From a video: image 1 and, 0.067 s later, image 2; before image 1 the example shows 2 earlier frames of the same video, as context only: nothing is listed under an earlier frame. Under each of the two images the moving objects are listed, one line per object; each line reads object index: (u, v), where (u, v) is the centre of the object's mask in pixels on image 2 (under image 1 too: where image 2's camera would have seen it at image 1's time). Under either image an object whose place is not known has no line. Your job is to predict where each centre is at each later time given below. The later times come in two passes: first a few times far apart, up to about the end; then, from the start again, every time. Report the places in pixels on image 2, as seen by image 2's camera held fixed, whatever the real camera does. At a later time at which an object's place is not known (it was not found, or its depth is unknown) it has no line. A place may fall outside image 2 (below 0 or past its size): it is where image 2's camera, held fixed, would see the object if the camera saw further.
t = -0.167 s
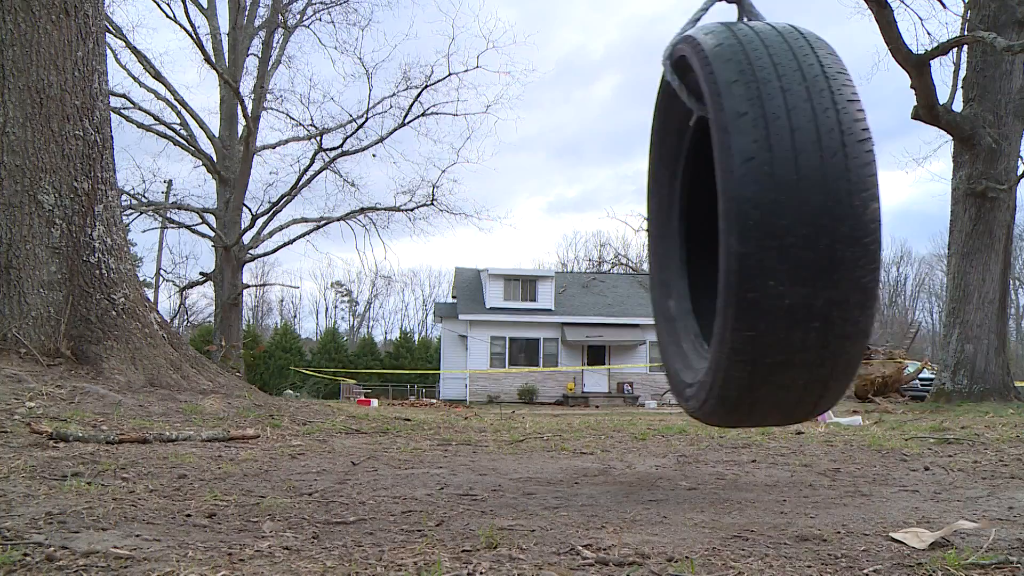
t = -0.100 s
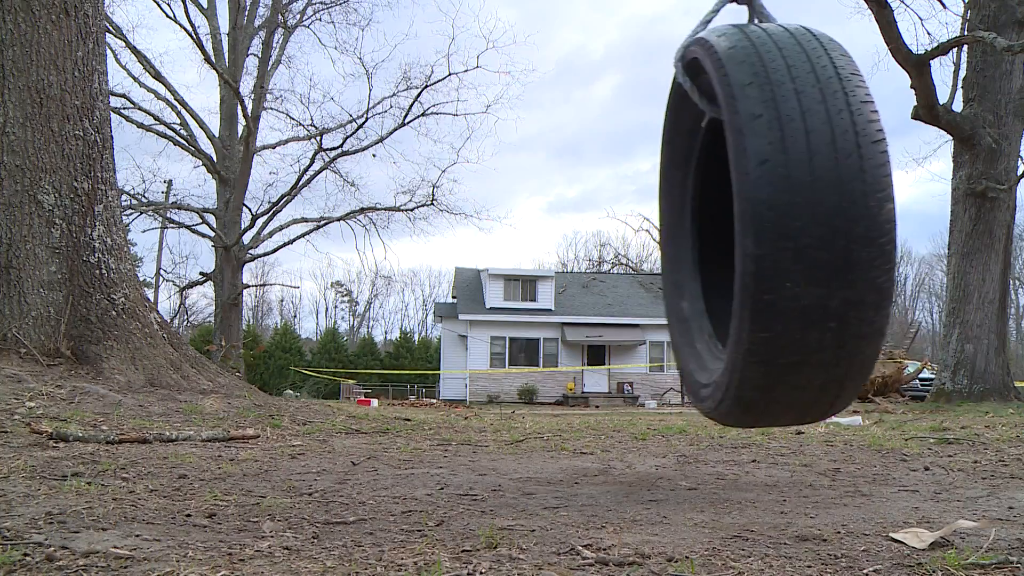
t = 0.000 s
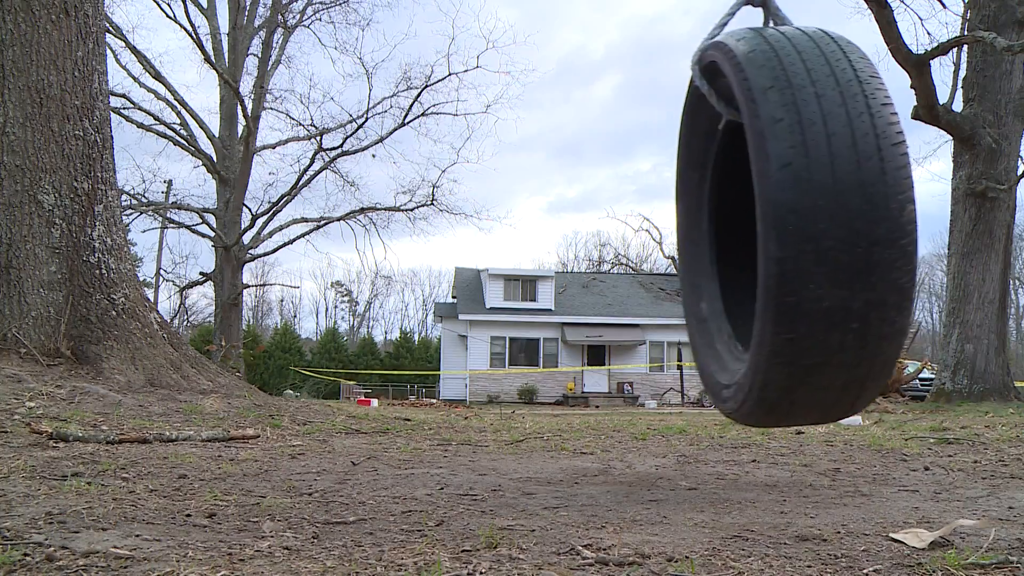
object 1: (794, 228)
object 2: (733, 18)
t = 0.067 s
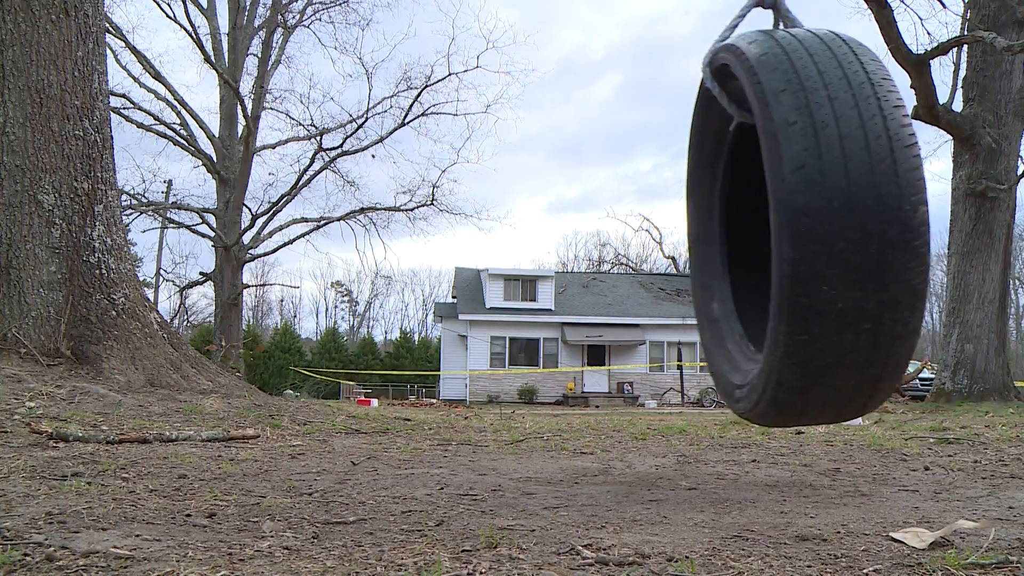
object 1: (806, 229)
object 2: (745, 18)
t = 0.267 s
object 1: (835, 232)
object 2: (775, 21)
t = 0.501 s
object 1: (855, 236)
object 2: (797, 28)
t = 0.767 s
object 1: (859, 242)
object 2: (808, 33)
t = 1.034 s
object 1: (843, 246)
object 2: (800, 41)
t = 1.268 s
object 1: (816, 250)
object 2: (778, 47)
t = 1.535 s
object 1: (774, 253)
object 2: (746, 49)
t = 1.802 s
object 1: (727, 253)
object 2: (704, 48)
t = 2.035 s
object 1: (686, 251)
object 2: (669, 46)
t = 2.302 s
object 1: (647, 247)
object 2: (631, 40)
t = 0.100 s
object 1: (811, 229)
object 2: (749, 19)
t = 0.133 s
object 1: (817, 230)
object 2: (755, 20)
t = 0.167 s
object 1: (822, 230)
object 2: (761, 19)
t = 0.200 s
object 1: (826, 231)
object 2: (765, 21)
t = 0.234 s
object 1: (831, 232)
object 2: (769, 22)
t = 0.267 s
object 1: (835, 232)
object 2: (775, 21)
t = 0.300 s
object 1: (839, 233)
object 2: (779, 23)
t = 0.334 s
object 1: (842, 233)
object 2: (783, 22)
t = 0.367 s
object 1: (846, 234)
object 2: (787, 23)
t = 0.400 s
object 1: (849, 234)
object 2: (789, 26)
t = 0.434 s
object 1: (851, 235)
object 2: (791, 27)
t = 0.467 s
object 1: (853, 236)
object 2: (794, 27)
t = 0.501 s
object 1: (855, 236)
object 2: (797, 28)
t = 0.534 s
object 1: (857, 237)
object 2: (798, 29)
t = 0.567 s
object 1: (858, 238)
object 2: (800, 30)
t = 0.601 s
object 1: (859, 238)
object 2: (800, 32)
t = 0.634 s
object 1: (860, 239)
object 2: (804, 31)
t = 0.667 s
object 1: (860, 240)
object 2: (804, 33)
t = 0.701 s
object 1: (860, 240)
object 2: (805, 33)
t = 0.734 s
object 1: (860, 241)
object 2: (808, 32)
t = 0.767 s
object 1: (859, 242)
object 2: (808, 33)
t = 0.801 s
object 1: (858, 242)
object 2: (807, 35)
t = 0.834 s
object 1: (857, 243)
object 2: (809, 35)
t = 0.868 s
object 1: (855, 243)
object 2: (805, 38)
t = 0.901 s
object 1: (853, 244)
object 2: (804, 39)
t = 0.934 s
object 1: (851, 245)
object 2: (805, 39)
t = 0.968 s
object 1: (849, 245)
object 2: (804, 39)
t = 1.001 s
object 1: (846, 246)
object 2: (803, 40)
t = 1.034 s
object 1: (843, 246)
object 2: (800, 41)
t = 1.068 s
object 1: (840, 247)
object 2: (799, 43)
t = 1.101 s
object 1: (836, 247)
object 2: (793, 44)
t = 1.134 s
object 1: (833, 248)
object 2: (790, 44)
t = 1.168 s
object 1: (829, 249)
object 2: (789, 45)
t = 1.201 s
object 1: (825, 249)
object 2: (785, 46)
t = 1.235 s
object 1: (820, 249)
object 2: (782, 46)
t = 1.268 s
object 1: (816, 250)
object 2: (778, 47)
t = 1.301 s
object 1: (811, 251)
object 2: (774, 48)
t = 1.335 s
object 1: (806, 251)
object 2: (771, 48)
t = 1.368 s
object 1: (801, 252)
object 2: (767, 49)
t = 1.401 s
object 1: (796, 252)
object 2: (764, 48)
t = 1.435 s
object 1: (791, 252)
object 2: (759, 49)
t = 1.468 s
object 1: (785, 252)
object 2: (755, 48)
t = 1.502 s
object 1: (780, 253)
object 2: (750, 49)
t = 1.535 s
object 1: (774, 253)
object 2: (746, 49)
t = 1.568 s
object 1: (769, 253)
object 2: (741, 49)
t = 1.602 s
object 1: (763, 253)
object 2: (735, 49)
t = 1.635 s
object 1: (757, 253)
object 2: (730, 49)
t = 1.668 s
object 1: (751, 253)
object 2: (725, 49)
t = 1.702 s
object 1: (745, 253)
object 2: (720, 49)
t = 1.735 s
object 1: (739, 253)
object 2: (714, 49)
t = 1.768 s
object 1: (733, 253)
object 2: (709, 48)
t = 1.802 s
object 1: (727, 253)
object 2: (704, 48)
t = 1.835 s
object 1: (721, 253)
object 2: (699, 49)
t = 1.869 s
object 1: (715, 253)
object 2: (694, 48)
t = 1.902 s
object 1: (709, 252)
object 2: (689, 48)
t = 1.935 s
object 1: (703, 252)
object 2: (684, 48)
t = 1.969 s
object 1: (698, 252)
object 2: (679, 47)
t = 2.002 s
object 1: (692, 251)
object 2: (674, 47)
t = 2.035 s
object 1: (686, 251)
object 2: (669, 46)
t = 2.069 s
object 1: (681, 251)
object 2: (665, 46)
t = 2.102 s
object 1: (676, 250)
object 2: (660, 45)
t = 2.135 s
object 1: (671, 250)
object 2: (655, 44)
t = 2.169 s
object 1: (666, 249)
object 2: (650, 44)
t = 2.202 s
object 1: (661, 248)
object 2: (645, 43)
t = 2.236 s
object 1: (656, 248)
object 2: (641, 42)
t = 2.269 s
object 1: (652, 247)
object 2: (635, 41)
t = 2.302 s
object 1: (647, 247)
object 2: (631, 40)
